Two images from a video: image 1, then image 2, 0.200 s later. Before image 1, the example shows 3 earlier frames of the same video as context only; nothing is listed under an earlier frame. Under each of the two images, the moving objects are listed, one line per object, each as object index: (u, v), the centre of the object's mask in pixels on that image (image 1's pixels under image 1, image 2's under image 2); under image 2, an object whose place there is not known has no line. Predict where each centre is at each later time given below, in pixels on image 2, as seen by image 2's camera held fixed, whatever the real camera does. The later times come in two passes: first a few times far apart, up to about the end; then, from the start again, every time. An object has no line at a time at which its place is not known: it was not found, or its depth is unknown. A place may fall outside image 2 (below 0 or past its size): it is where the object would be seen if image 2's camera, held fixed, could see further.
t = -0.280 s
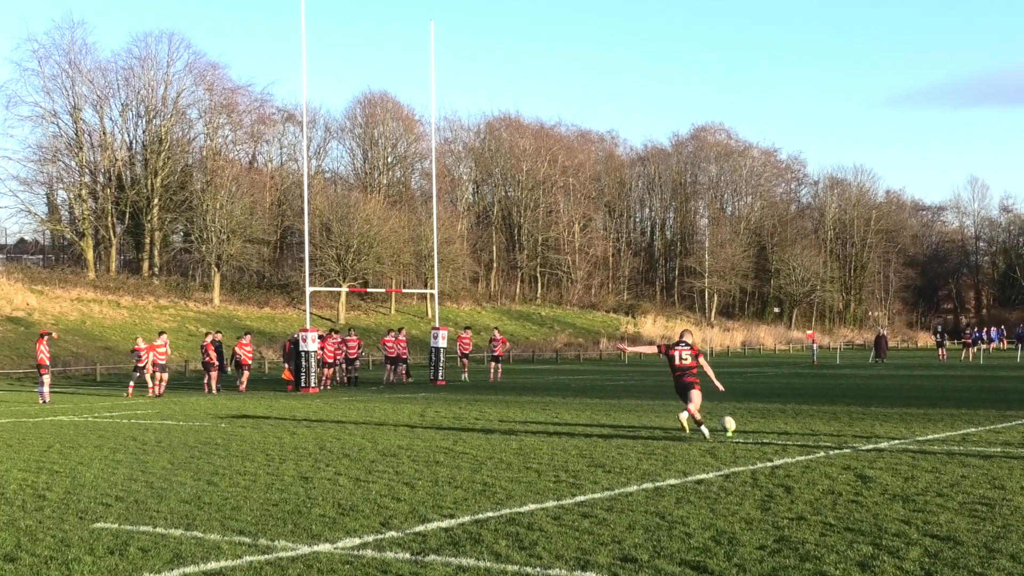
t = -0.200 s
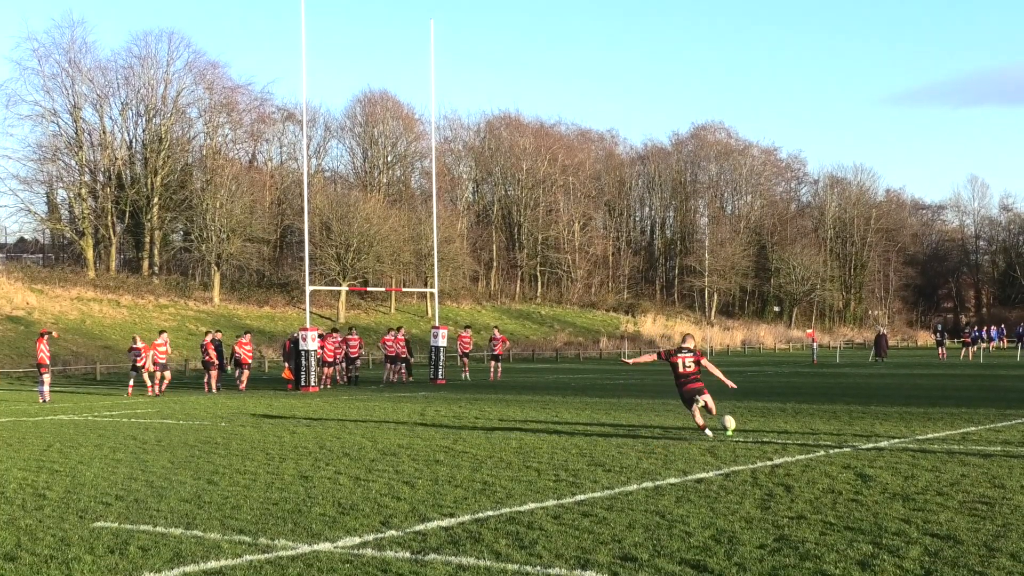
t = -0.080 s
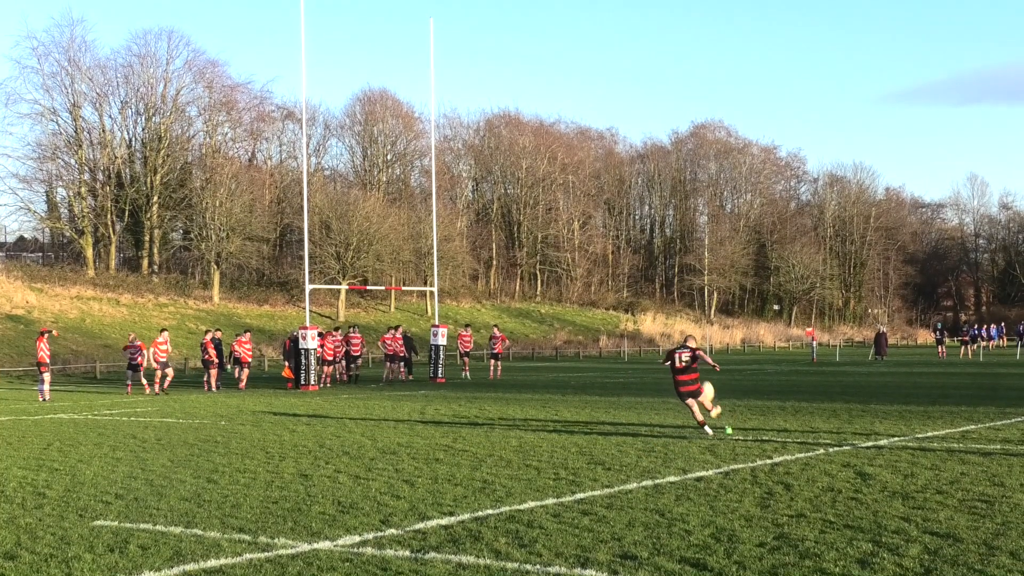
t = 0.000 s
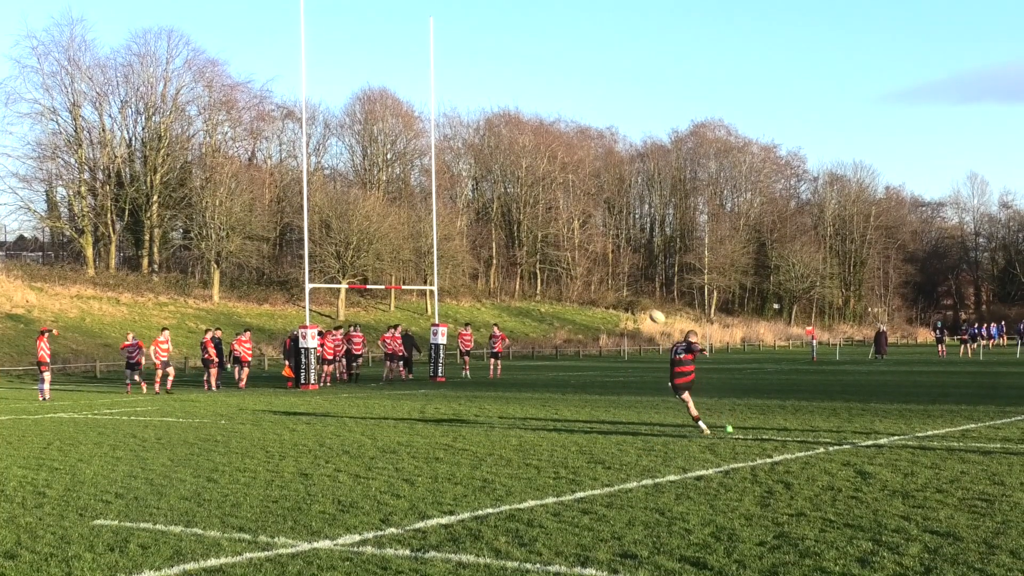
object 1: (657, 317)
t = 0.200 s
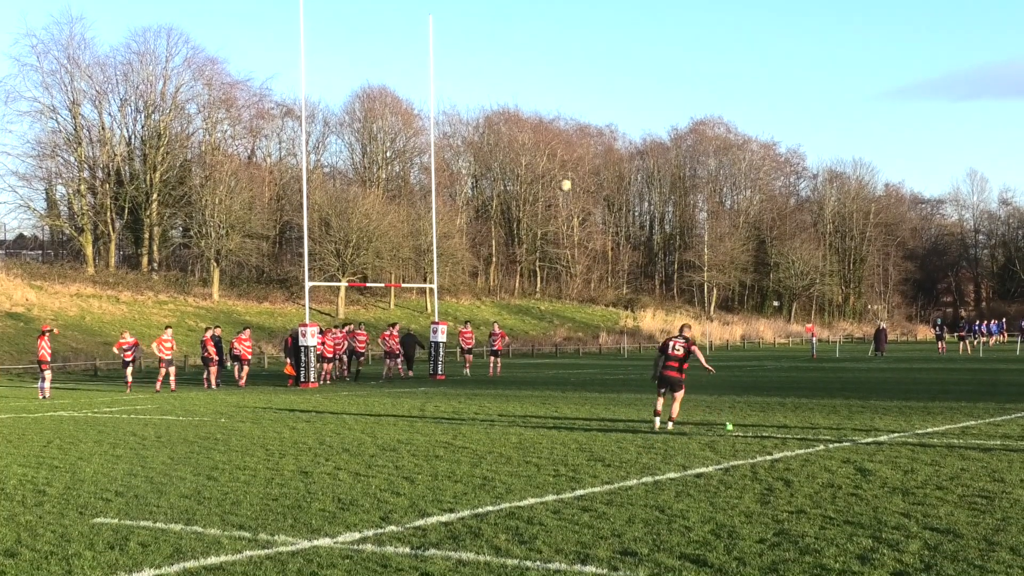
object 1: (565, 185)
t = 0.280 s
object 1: (537, 149)
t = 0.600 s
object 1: (456, 53)
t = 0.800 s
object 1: (419, 21)
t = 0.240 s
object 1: (550, 166)
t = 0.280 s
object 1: (537, 149)
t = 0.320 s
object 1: (525, 133)
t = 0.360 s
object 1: (513, 118)
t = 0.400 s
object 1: (502, 106)
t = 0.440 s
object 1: (492, 92)
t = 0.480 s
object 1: (482, 82)
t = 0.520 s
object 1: (473, 71)
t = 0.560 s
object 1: (464, 62)
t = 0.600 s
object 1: (456, 53)
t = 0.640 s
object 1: (448, 46)
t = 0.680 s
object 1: (440, 38)
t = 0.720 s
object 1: (432, 32)
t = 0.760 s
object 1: (425, 26)
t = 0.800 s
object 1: (419, 21)
